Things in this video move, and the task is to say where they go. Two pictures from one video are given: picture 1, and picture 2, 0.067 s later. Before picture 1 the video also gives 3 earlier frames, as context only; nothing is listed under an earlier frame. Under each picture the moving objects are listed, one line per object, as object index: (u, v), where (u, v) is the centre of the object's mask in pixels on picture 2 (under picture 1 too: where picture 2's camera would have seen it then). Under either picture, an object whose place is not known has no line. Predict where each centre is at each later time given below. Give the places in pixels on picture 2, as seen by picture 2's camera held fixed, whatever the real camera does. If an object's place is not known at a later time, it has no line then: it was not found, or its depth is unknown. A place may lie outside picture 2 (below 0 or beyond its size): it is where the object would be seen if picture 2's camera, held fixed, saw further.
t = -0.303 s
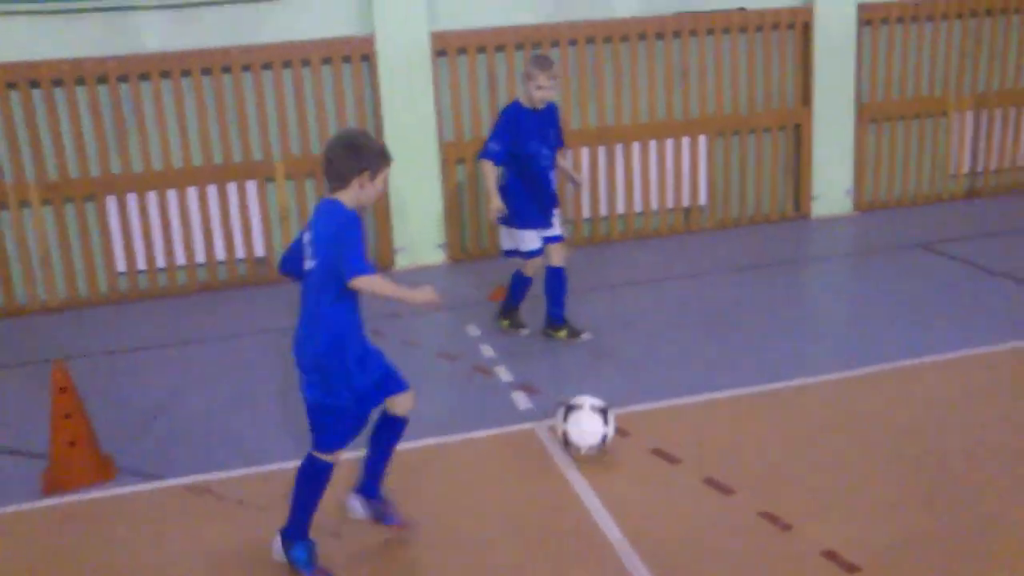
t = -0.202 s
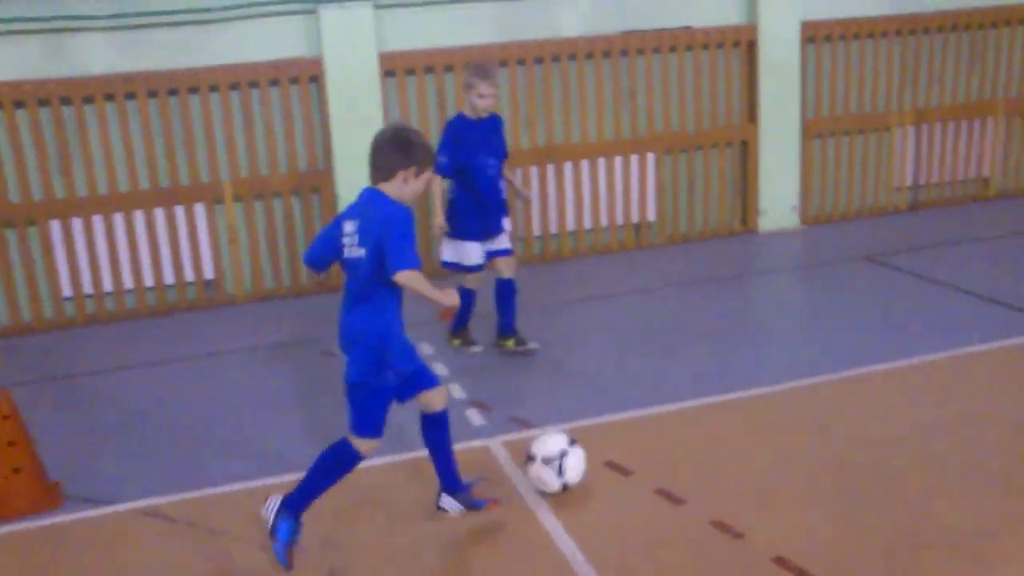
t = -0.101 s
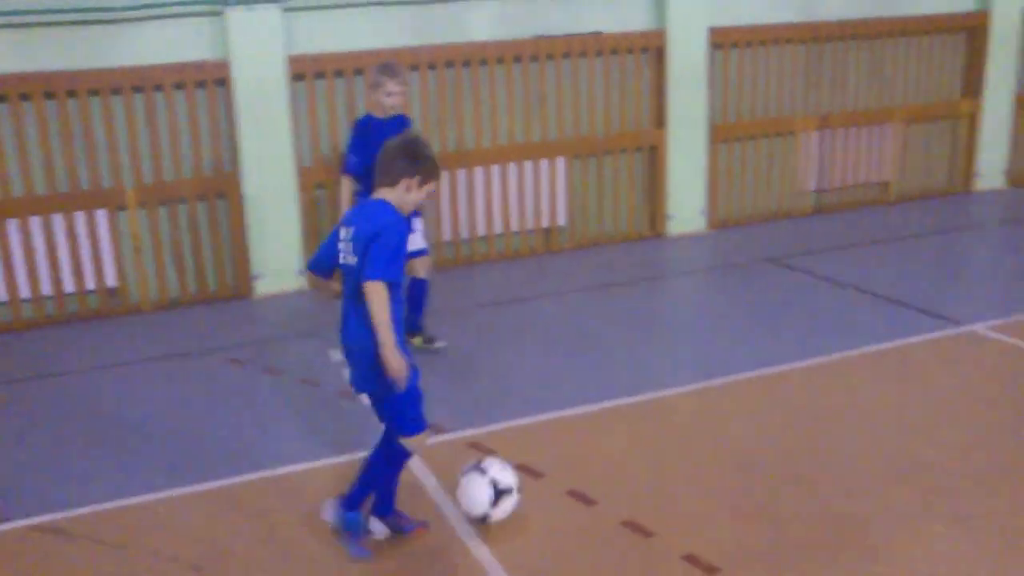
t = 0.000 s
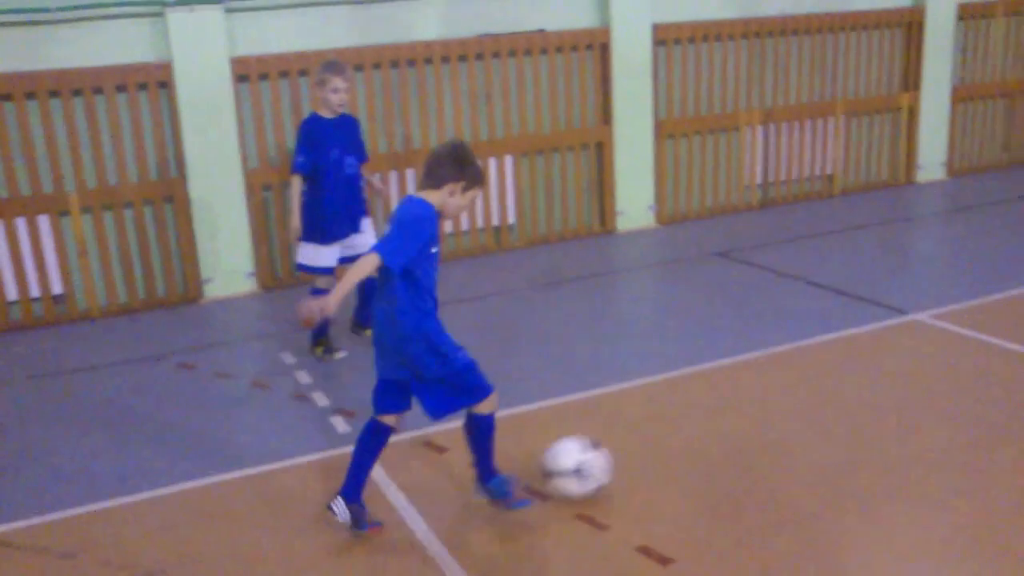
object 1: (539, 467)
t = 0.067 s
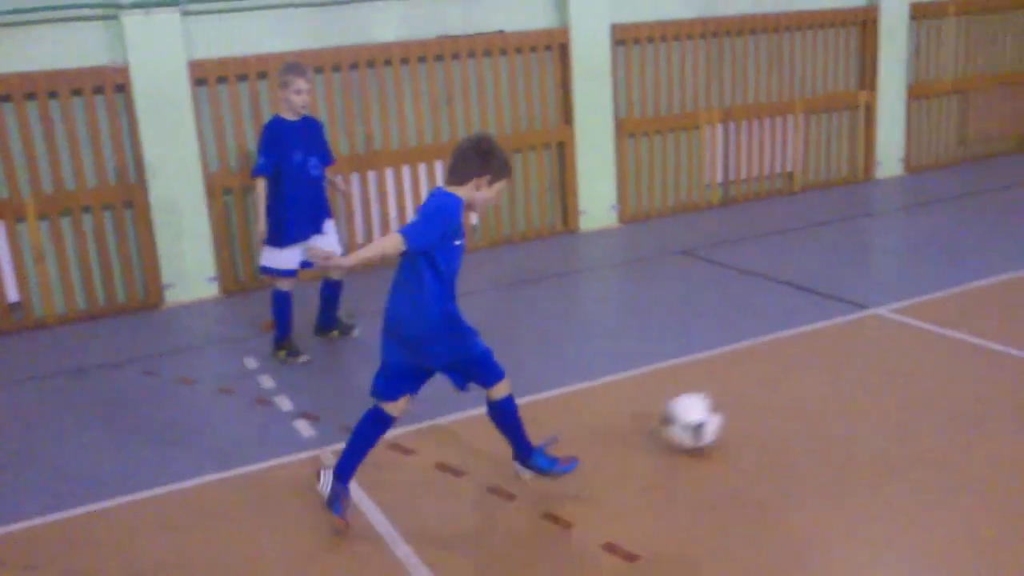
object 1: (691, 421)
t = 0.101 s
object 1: (757, 402)
